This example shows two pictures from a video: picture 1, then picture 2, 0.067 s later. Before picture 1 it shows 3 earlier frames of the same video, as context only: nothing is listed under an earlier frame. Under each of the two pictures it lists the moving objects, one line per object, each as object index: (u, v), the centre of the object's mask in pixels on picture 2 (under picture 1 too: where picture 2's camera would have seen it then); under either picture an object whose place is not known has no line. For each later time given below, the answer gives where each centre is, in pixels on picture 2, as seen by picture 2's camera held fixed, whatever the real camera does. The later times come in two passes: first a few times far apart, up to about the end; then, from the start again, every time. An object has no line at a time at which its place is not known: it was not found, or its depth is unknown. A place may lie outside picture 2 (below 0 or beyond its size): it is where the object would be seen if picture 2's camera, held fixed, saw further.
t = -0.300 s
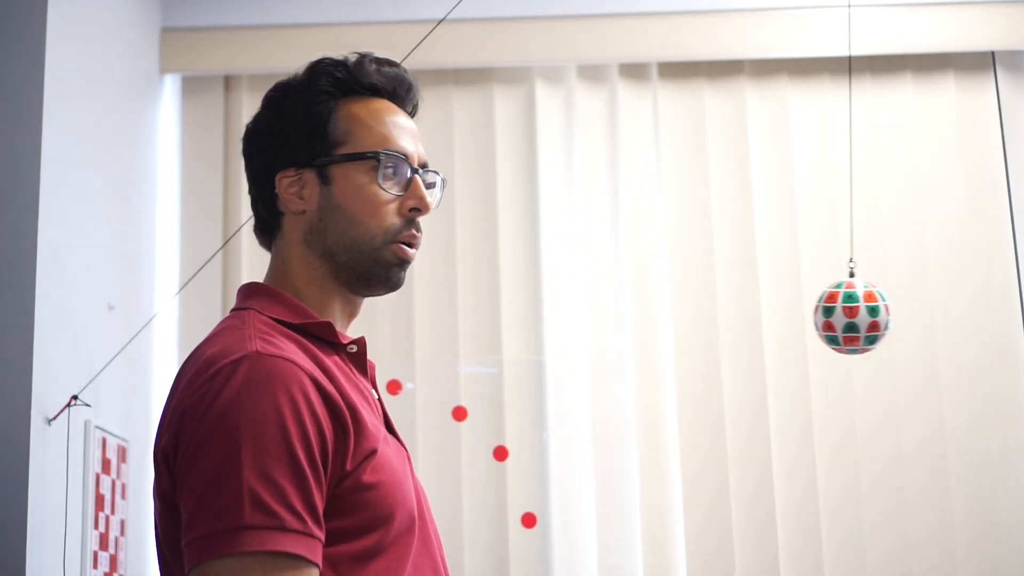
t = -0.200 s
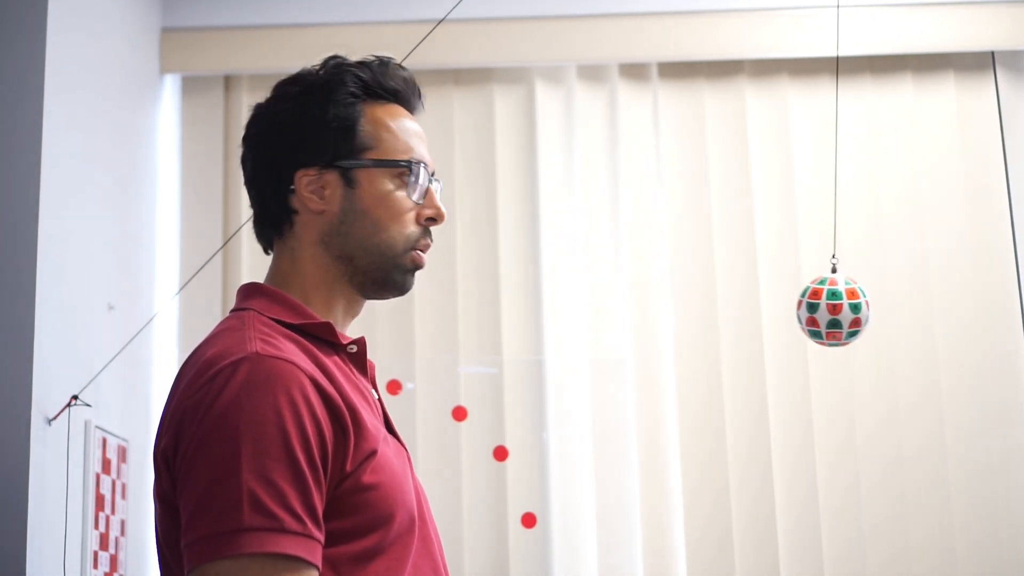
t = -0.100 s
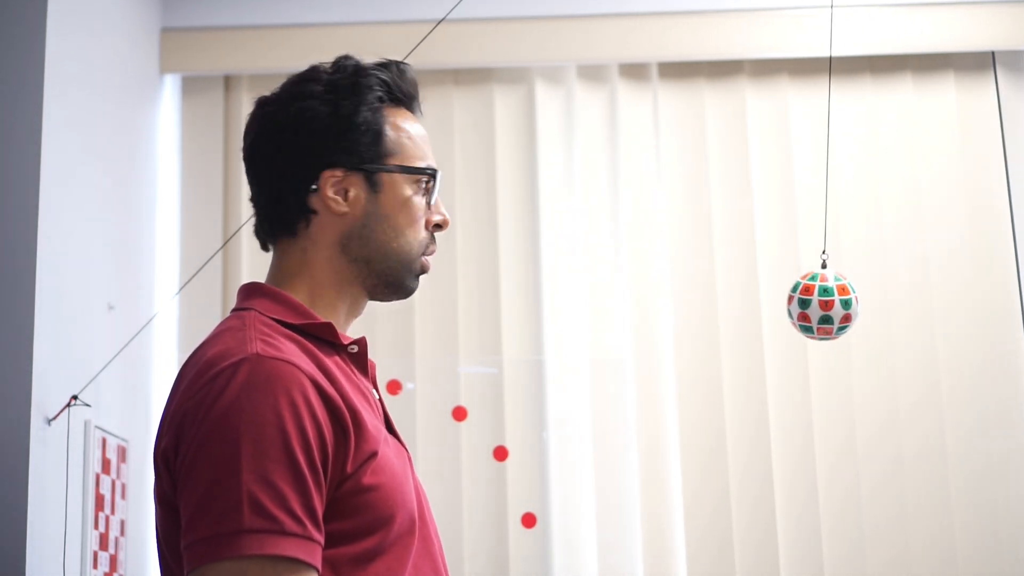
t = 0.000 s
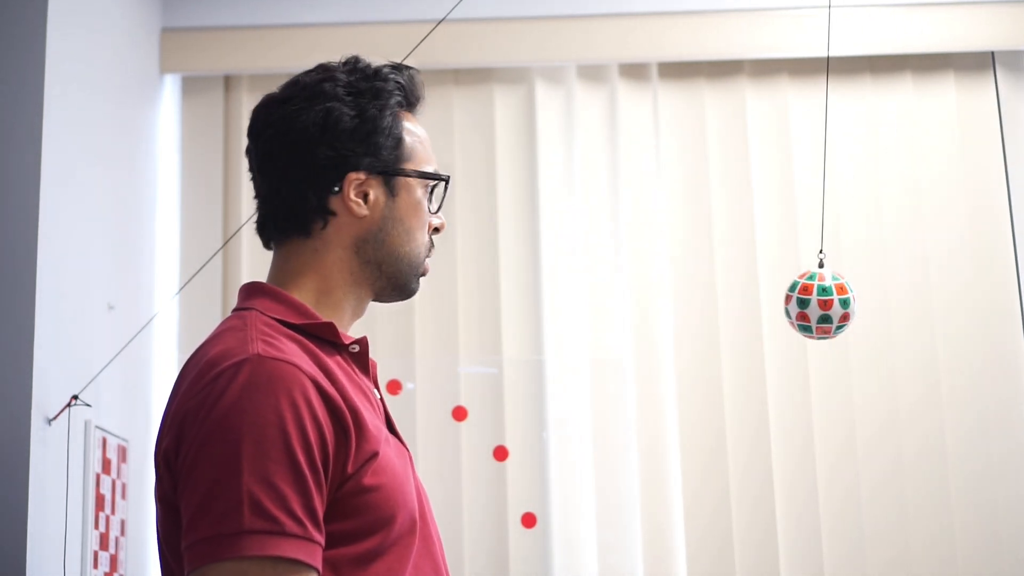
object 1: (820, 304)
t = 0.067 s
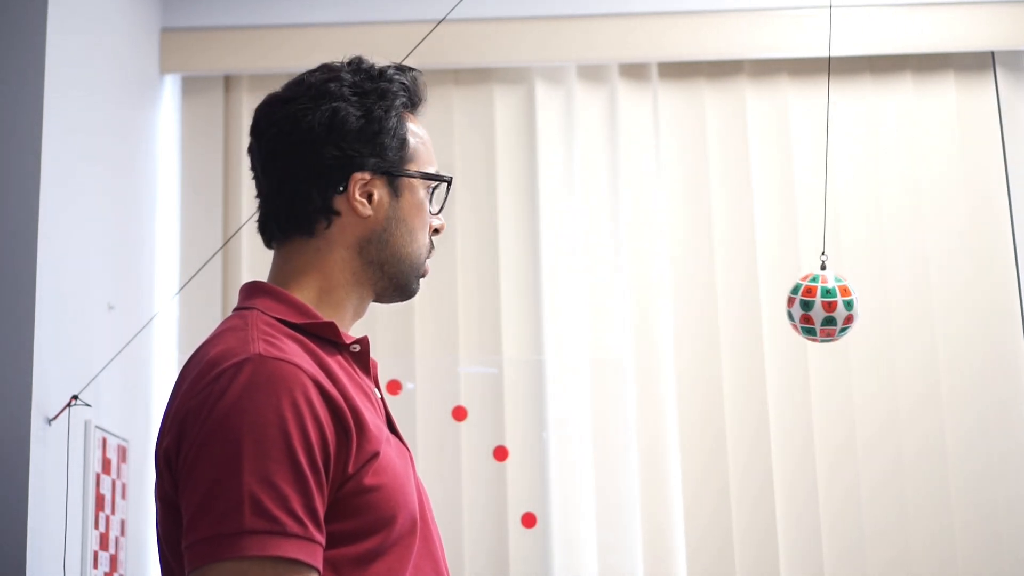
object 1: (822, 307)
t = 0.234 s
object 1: (844, 317)
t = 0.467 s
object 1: (910, 294)
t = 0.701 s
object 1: (984, 192)
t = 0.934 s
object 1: (1002, 126)
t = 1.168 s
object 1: (988, 197)
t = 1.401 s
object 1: (917, 298)
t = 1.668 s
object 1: (840, 315)
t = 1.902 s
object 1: (818, 306)
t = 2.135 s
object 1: (840, 317)
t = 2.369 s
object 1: (904, 298)
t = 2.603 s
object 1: (981, 203)
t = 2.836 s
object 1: (1002, 132)
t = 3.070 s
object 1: (989, 192)
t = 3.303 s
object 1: (922, 293)
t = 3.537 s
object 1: (850, 317)
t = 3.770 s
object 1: (818, 307)
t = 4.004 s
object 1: (831, 314)
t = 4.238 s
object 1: (887, 309)
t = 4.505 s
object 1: (977, 214)
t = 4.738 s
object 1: (1000, 139)
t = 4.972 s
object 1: (990, 189)
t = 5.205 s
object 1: (928, 288)
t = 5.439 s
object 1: (854, 318)
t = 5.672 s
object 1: (819, 308)
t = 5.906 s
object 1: (829, 314)
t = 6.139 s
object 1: (883, 312)
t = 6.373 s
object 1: (963, 239)
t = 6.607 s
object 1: (999, 151)
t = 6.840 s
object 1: (996, 173)
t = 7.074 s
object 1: (945, 273)
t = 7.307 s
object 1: (867, 318)
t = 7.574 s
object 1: (821, 309)
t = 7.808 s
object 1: (827, 314)
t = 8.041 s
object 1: (878, 313)
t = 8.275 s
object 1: (958, 247)
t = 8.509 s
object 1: (998, 159)
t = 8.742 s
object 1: (998, 172)
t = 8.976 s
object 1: (951, 267)
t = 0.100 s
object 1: (825, 309)
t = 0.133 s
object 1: (828, 311)
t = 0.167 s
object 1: (832, 313)
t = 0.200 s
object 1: (838, 316)
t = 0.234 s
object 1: (844, 317)
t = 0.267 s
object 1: (851, 318)
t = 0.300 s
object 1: (859, 318)
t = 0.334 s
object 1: (868, 317)
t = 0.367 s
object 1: (878, 314)
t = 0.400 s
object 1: (888, 309)
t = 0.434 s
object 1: (899, 303)
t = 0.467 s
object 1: (910, 294)
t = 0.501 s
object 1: (922, 283)
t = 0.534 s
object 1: (934, 271)
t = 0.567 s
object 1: (945, 257)
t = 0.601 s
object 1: (957, 241)
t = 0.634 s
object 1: (968, 225)
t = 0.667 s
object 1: (977, 208)
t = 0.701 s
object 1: (984, 192)
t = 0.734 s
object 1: (988, 176)
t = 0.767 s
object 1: (992, 161)
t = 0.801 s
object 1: (995, 149)
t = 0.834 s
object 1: (998, 138)
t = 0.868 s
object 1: (1000, 131)
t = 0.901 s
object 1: (1001, 127)
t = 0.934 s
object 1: (1002, 126)
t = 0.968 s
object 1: (1002, 128)
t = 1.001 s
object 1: (1001, 133)
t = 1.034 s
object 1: (1000, 141)
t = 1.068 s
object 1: (998, 153)
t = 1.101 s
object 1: (996, 166)
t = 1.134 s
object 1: (993, 181)
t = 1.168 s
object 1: (988, 197)
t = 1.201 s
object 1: (983, 214)
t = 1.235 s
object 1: (976, 232)
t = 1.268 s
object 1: (965, 247)
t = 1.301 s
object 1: (953, 263)
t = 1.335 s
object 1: (941, 276)
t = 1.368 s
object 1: (929, 288)
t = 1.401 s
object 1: (917, 298)
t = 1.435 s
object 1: (905, 306)
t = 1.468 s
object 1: (893, 312)
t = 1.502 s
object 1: (882, 316)
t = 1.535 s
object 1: (873, 317)
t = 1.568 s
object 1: (863, 318)
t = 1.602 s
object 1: (855, 318)
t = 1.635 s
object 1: (847, 317)
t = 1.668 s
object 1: (840, 315)
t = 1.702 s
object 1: (835, 313)
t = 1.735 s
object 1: (829, 311)
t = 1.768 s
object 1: (825, 309)
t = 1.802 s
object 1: (822, 308)
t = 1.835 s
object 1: (820, 306)
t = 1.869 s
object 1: (819, 306)
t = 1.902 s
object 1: (818, 306)
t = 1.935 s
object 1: (819, 306)
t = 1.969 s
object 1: (820, 307)
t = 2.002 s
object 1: (822, 309)
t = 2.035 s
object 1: (825, 311)
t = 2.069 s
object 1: (829, 313)
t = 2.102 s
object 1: (834, 315)
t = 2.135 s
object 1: (840, 317)
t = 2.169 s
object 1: (846, 318)
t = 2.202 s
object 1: (854, 318)
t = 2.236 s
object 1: (863, 317)
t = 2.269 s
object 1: (872, 315)
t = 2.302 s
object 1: (882, 312)
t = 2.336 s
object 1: (893, 306)
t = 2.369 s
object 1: (904, 298)
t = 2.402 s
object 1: (916, 289)
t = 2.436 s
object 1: (928, 278)
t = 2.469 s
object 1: (940, 265)
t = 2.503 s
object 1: (952, 251)
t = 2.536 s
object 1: (963, 235)
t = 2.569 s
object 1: (974, 219)
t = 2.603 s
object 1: (981, 203)
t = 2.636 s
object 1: (987, 188)
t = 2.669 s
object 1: (990, 173)
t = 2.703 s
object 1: (994, 160)
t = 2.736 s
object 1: (996, 149)
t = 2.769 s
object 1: (999, 140)
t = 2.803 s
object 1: (1001, 134)
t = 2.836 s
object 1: (1002, 132)
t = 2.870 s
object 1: (1002, 132)
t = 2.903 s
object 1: (1001, 136)
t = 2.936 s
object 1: (1001, 142)
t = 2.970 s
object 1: (999, 151)
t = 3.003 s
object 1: (997, 163)
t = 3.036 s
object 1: (993, 177)
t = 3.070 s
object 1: (989, 192)
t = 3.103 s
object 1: (985, 209)
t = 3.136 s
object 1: (979, 225)
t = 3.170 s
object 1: (970, 241)
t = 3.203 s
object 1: (959, 256)
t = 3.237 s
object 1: (947, 270)
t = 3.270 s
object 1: (934, 283)
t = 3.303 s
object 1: (922, 293)
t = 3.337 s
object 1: (910, 302)
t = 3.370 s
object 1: (898, 309)
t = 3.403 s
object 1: (887, 313)
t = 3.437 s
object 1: (877, 316)
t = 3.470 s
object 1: (867, 318)
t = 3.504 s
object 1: (858, 318)
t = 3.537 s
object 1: (850, 317)
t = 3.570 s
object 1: (843, 316)
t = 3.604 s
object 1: (837, 314)
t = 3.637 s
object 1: (831, 312)
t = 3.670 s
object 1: (827, 311)
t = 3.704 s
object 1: (823, 309)
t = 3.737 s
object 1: (820, 308)
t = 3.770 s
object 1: (818, 307)
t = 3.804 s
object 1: (817, 307)
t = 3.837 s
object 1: (817, 307)
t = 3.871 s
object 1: (818, 308)
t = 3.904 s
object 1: (820, 309)
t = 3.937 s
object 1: (823, 311)
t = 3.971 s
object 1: (826, 312)
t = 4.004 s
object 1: (831, 314)
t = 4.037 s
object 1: (836, 316)
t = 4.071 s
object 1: (843, 318)
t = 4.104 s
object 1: (850, 318)
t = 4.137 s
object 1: (858, 318)
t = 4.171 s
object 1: (867, 316)
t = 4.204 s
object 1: (876, 314)
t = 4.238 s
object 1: (887, 309)
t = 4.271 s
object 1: (898, 303)
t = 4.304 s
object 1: (910, 294)
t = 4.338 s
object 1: (921, 284)
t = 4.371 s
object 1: (933, 272)
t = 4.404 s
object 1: (945, 259)
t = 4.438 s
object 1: (957, 245)
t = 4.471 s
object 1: (968, 230)
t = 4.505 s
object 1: (977, 214)
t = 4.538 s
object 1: (982, 198)
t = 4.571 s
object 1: (986, 184)
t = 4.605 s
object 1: (990, 171)
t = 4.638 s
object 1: (994, 159)
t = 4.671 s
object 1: (996, 150)
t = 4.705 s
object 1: (999, 143)
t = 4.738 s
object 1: (1000, 139)
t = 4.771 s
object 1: (1001, 138)
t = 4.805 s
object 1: (1000, 140)
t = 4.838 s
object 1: (1000, 144)
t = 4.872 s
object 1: (998, 152)
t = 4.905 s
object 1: (996, 163)
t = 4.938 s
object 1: (992, 176)
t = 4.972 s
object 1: (990, 189)
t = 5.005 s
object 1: (986, 205)
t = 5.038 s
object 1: (982, 220)
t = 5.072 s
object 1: (974, 236)
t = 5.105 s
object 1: (964, 251)
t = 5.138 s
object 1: (952, 265)
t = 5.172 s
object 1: (940, 277)
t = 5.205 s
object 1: (928, 288)
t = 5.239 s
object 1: (916, 298)
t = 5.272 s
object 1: (904, 305)
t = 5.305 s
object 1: (893, 311)
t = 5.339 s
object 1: (882, 315)
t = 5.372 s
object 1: (872, 317)
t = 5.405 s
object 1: (862, 318)
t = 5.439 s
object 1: (854, 318)
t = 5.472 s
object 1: (846, 317)
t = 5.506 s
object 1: (840, 316)
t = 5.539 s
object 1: (834, 314)
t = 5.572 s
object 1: (829, 312)
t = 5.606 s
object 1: (825, 311)
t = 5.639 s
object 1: (822, 309)
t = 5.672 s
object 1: (819, 308)
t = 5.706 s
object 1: (818, 308)
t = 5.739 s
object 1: (818, 308)
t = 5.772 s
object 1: (818, 308)
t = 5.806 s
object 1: (819, 309)
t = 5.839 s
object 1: (821, 311)
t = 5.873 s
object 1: (825, 312)
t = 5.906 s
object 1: (829, 314)
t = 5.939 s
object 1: (834, 316)
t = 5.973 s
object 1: (840, 317)
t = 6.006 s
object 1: (846, 318)
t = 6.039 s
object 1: (854, 319)
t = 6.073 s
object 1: (863, 318)
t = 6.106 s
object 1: (873, 315)
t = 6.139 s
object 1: (883, 312)
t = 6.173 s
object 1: (893, 306)
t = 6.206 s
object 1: (904, 299)
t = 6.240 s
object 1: (916, 290)
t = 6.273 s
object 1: (928, 279)
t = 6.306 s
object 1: (940, 267)
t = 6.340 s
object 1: (952, 254)
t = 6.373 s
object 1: (963, 239)
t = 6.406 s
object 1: (974, 224)
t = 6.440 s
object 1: (981, 209)
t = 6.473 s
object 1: (986, 195)
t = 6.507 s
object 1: (990, 181)
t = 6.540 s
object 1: (994, 169)
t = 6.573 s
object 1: (997, 158)
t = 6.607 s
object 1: (999, 151)
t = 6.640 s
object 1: (1000, 145)
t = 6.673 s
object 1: (1001, 143)
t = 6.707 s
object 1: (1002, 143)
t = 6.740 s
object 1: (1001, 147)
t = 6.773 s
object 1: (1000, 153)
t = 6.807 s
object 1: (998, 162)
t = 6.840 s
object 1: (996, 173)
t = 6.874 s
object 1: (993, 186)
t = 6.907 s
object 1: (989, 200)
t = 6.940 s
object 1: (984, 215)
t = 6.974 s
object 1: (978, 231)
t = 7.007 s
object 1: (968, 246)
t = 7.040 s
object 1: (957, 260)
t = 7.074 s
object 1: (945, 273)
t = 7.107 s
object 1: (933, 284)
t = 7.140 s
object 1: (921, 294)
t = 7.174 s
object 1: (909, 302)
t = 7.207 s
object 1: (897, 309)
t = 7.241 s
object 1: (887, 313)
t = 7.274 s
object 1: (876, 316)
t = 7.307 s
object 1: (867, 318)
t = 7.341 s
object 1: (858, 319)
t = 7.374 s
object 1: (850, 318)
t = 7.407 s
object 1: (843, 317)
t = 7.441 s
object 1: (836, 315)
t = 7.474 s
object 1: (831, 314)
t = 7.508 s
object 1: (827, 312)
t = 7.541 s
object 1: (823, 310)
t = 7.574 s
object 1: (821, 309)
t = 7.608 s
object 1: (819, 308)
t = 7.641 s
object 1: (818, 308)
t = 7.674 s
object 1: (818, 308)
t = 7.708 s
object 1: (819, 309)
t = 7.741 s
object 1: (820, 310)
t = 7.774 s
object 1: (823, 312)
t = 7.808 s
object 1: (827, 314)
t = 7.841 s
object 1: (831, 315)
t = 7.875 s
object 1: (837, 317)
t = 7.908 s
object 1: (843, 318)
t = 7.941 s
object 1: (851, 318)
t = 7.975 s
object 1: (859, 318)
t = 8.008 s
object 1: (868, 316)
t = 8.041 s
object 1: (878, 313)
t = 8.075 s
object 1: (888, 309)
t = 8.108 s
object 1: (899, 302)
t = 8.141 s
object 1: (911, 295)
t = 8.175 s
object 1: (923, 285)
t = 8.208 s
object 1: (935, 273)
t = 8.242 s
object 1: (947, 261)
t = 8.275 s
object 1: (958, 247)
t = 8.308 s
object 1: (970, 233)
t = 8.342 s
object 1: (978, 219)
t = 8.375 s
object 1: (984, 205)
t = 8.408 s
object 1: (989, 191)
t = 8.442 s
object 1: (993, 178)
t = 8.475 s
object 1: (996, 167)
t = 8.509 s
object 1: (998, 159)
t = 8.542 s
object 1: (1000, 153)
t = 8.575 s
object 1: (1001, 149)
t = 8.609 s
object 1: (1002, 148)
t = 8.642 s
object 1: (1002, 150)
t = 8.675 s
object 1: (1001, 154)
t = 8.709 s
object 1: (1000, 162)
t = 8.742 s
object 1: (998, 172)
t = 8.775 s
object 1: (996, 183)
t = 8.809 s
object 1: (992, 197)
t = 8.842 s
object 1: (988, 211)
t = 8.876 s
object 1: (982, 225)
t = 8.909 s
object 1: (974, 240)
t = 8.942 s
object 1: (963, 254)
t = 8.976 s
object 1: (951, 267)
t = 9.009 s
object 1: (939, 279)
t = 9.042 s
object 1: (927, 290)
